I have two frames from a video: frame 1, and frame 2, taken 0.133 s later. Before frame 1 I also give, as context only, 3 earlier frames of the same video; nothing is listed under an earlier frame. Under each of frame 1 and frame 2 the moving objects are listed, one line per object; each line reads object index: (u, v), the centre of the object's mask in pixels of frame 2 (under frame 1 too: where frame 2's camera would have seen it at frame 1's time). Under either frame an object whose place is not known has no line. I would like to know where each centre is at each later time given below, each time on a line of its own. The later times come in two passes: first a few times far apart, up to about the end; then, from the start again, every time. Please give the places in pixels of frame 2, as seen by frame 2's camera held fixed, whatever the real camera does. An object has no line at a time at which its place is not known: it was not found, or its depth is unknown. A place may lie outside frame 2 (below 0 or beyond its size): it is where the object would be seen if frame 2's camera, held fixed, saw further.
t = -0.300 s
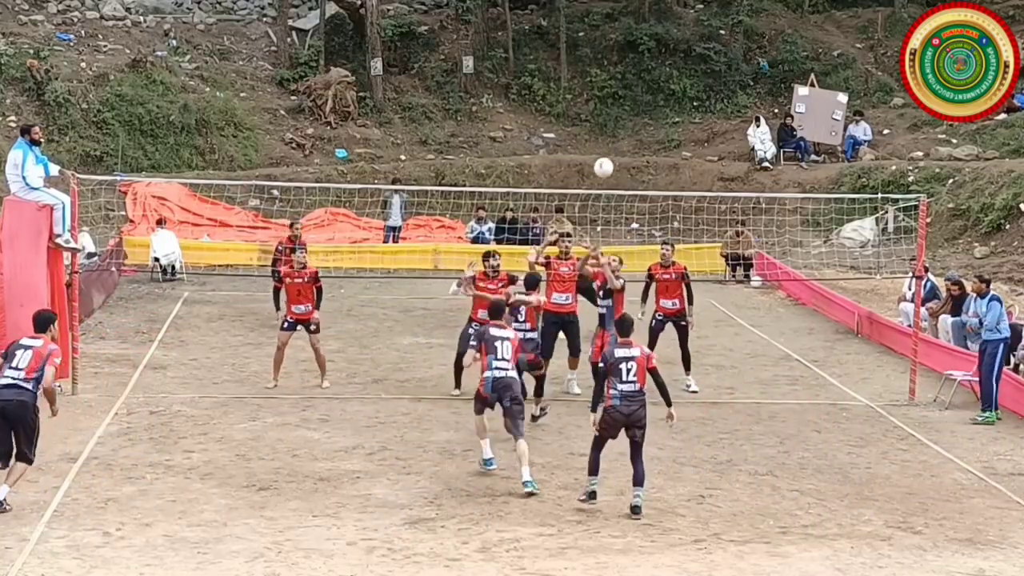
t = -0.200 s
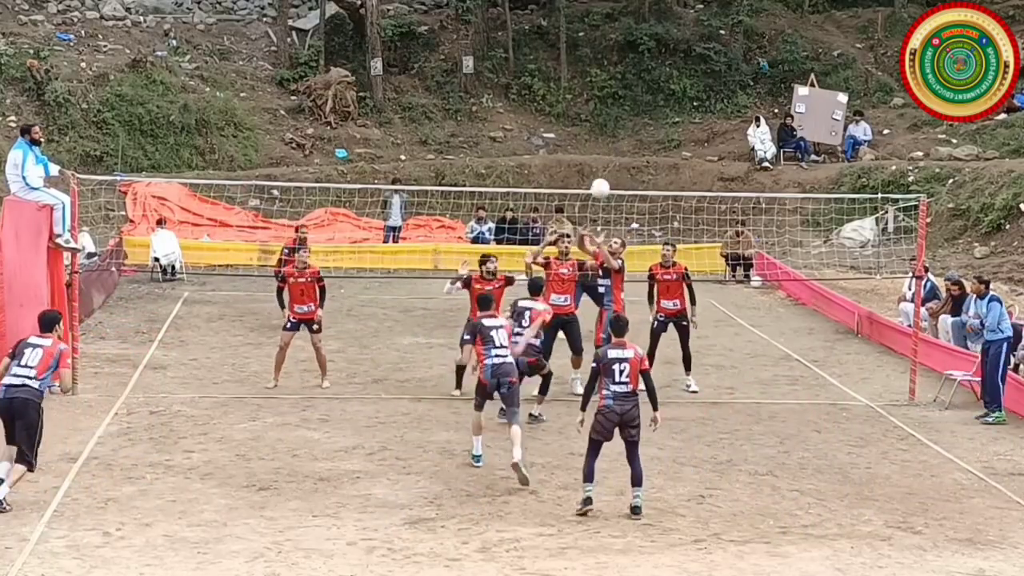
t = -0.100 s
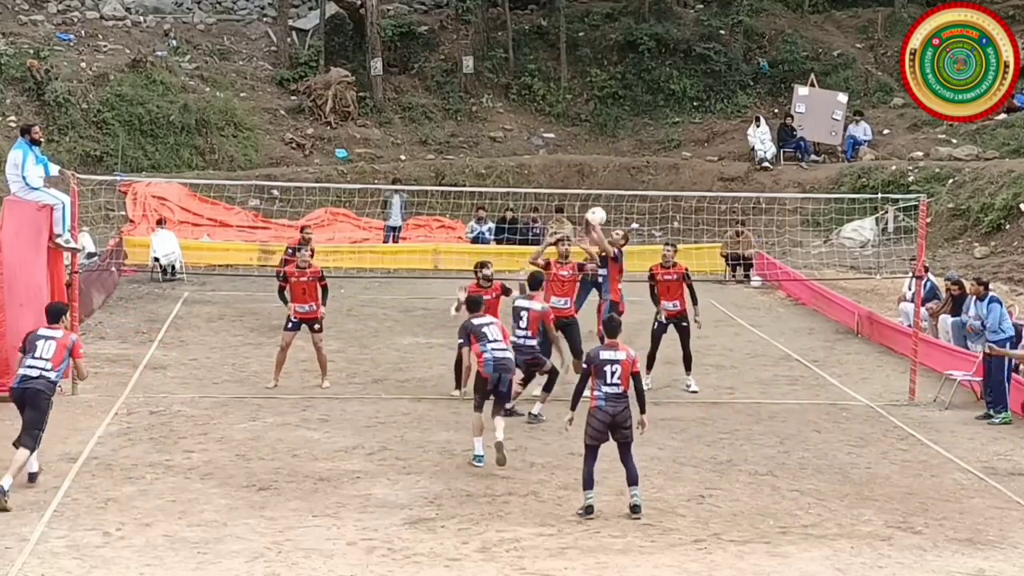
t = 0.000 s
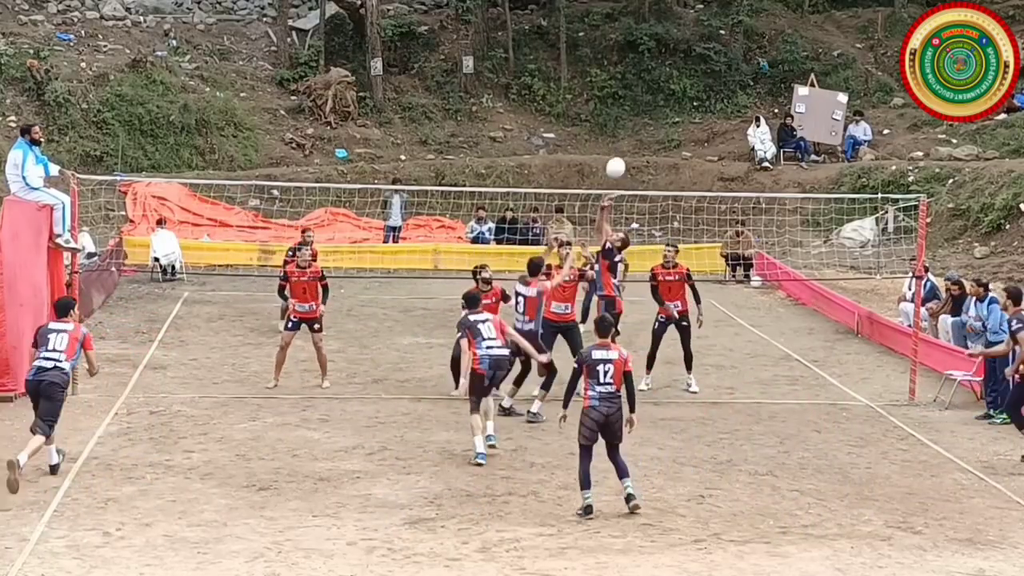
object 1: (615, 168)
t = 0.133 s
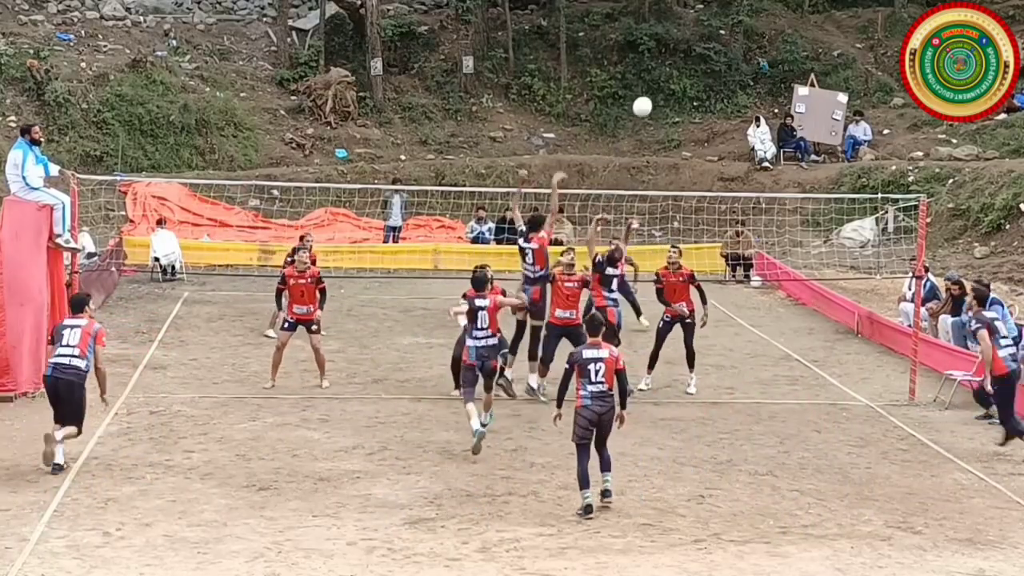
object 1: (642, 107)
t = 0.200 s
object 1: (655, 83)
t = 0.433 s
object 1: (700, 30)
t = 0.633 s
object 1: (736, 23)
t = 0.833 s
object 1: (769, 51)
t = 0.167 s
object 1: (649, 94)
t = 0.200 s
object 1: (655, 83)
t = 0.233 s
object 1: (662, 72)
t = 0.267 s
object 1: (669, 62)
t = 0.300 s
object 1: (675, 54)
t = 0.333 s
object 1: (682, 46)
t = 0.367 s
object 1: (688, 40)
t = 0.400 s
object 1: (694, 34)
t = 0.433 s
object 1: (700, 30)
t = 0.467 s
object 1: (707, 26)
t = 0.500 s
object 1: (712, 24)
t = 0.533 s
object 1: (718, 22)
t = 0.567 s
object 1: (724, 22)
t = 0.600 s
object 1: (730, 22)
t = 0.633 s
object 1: (736, 23)
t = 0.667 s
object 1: (742, 25)
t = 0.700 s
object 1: (747, 28)
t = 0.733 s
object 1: (753, 33)
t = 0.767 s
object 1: (758, 38)
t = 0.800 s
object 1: (764, 44)
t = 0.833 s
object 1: (769, 51)
